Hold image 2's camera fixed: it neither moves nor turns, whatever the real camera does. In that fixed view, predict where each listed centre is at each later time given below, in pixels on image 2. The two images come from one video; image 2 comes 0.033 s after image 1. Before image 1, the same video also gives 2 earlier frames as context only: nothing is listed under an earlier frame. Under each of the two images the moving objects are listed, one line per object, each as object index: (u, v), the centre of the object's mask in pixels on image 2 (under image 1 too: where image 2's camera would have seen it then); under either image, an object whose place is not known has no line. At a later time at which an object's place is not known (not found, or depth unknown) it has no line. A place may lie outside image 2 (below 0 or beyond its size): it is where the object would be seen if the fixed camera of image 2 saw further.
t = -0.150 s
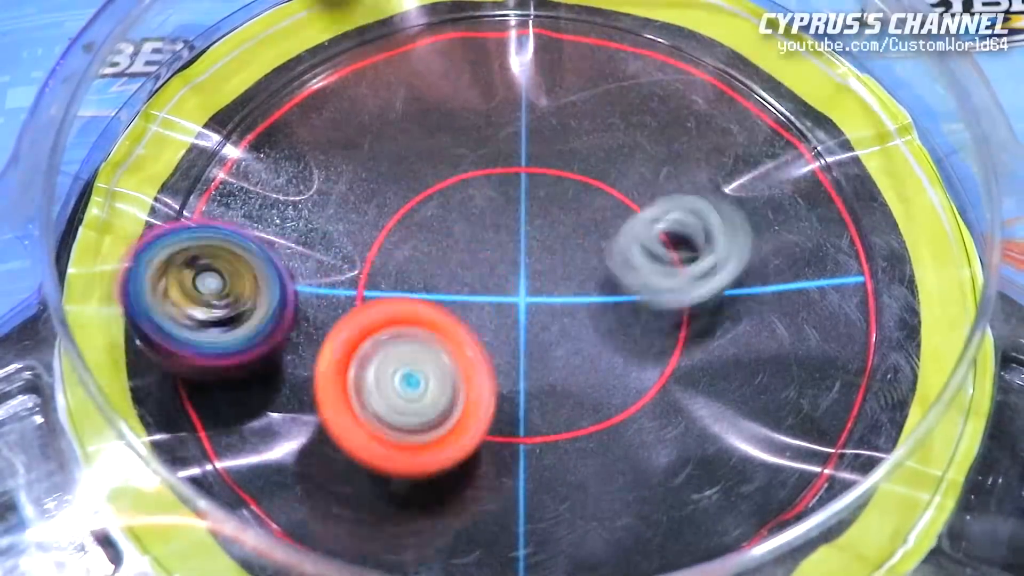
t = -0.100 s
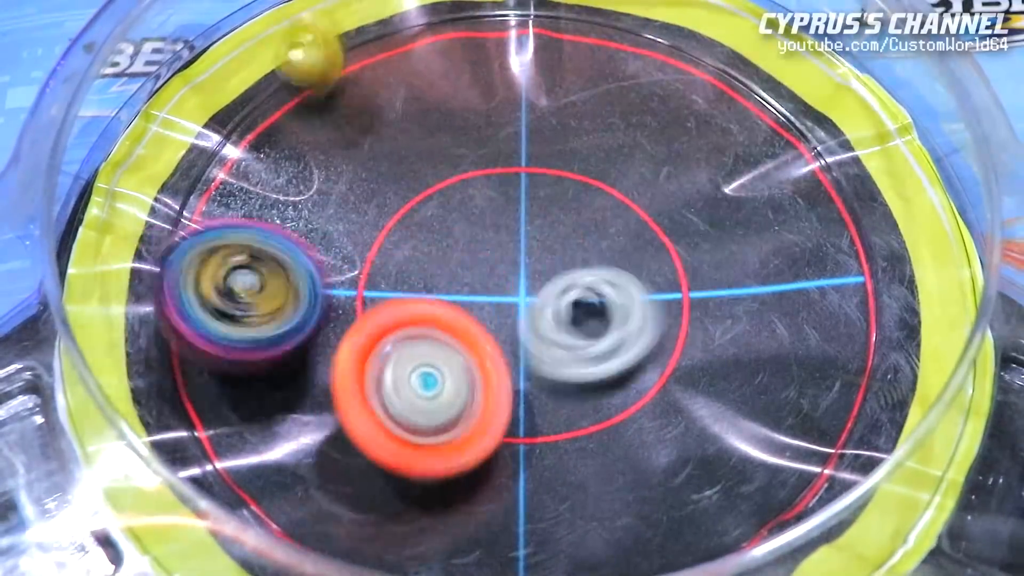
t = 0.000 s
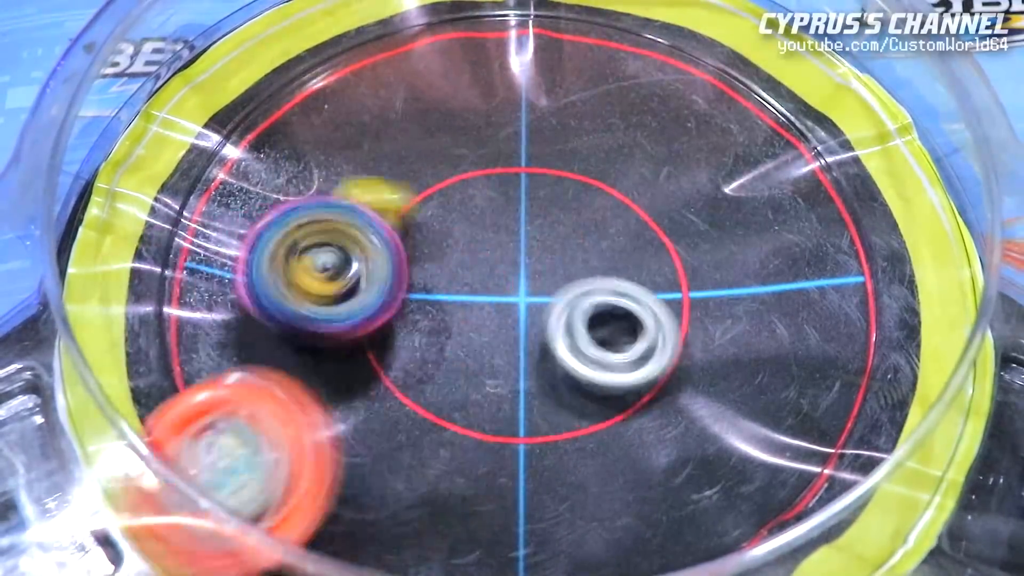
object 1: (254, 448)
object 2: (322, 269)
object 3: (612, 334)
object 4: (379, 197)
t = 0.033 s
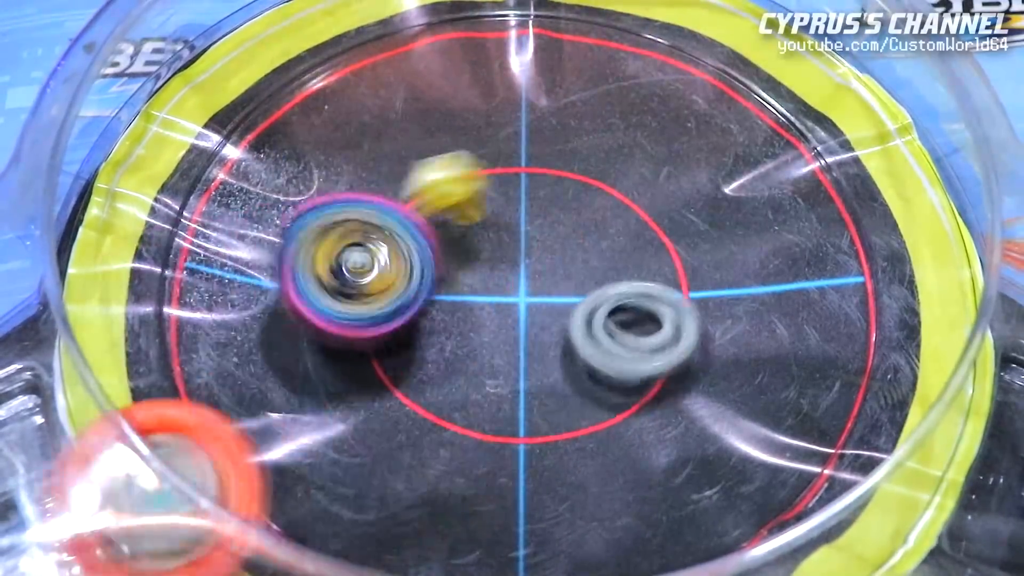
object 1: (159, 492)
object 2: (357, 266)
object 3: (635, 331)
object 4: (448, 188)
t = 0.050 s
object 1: (125, 497)
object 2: (374, 266)
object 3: (641, 321)
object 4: (484, 182)
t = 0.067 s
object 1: (93, 507)
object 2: (391, 268)
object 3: (646, 315)
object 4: (522, 178)
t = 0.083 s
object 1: (85, 508)
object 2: (410, 265)
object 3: (648, 310)
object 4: (564, 181)
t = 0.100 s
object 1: (76, 515)
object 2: (426, 262)
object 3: (649, 303)
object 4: (603, 188)
